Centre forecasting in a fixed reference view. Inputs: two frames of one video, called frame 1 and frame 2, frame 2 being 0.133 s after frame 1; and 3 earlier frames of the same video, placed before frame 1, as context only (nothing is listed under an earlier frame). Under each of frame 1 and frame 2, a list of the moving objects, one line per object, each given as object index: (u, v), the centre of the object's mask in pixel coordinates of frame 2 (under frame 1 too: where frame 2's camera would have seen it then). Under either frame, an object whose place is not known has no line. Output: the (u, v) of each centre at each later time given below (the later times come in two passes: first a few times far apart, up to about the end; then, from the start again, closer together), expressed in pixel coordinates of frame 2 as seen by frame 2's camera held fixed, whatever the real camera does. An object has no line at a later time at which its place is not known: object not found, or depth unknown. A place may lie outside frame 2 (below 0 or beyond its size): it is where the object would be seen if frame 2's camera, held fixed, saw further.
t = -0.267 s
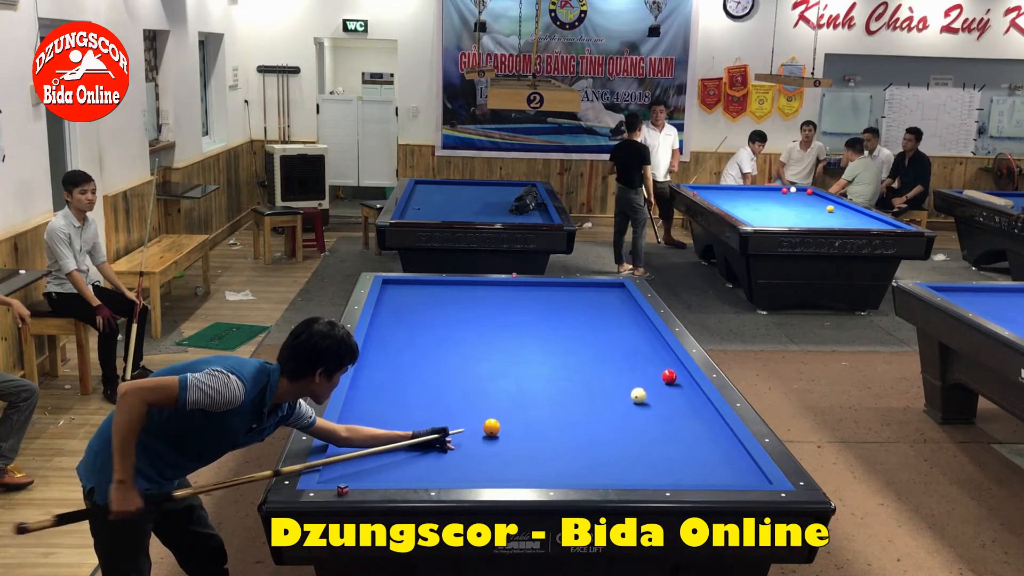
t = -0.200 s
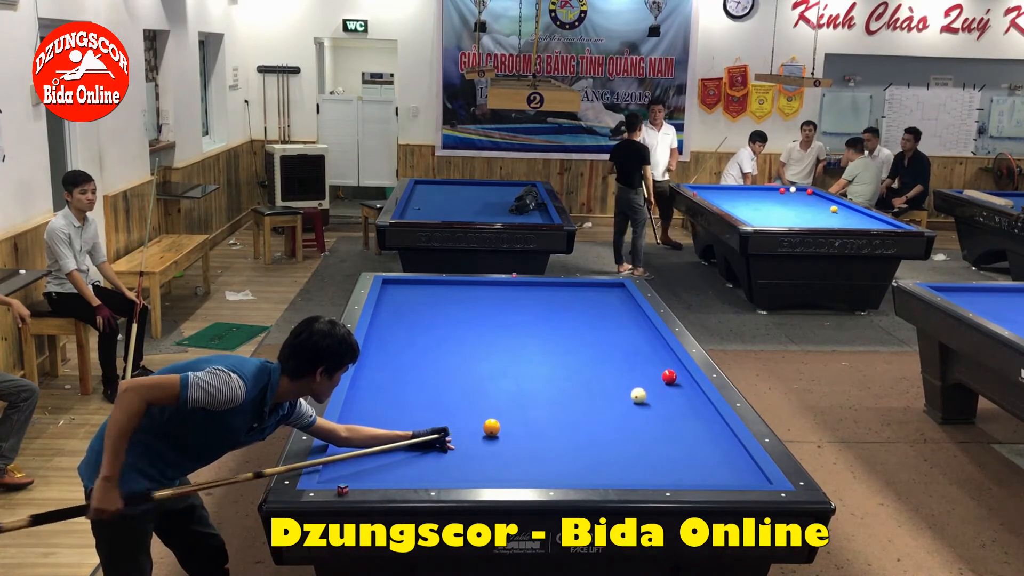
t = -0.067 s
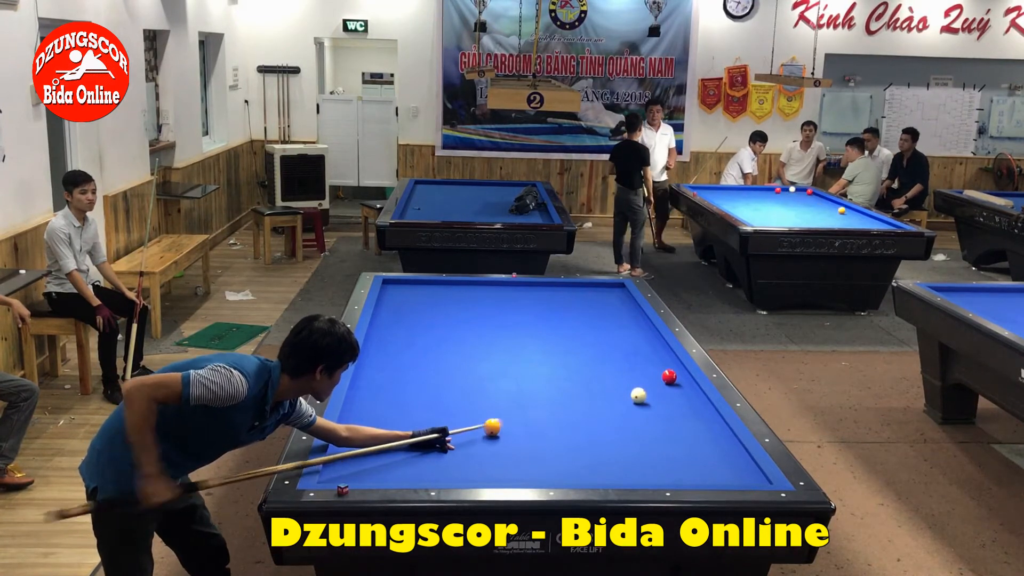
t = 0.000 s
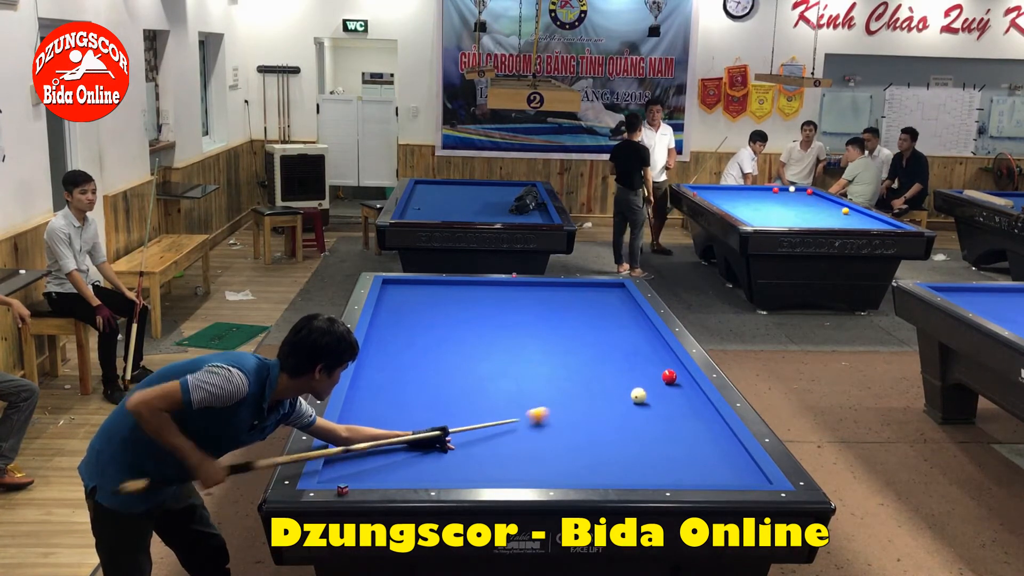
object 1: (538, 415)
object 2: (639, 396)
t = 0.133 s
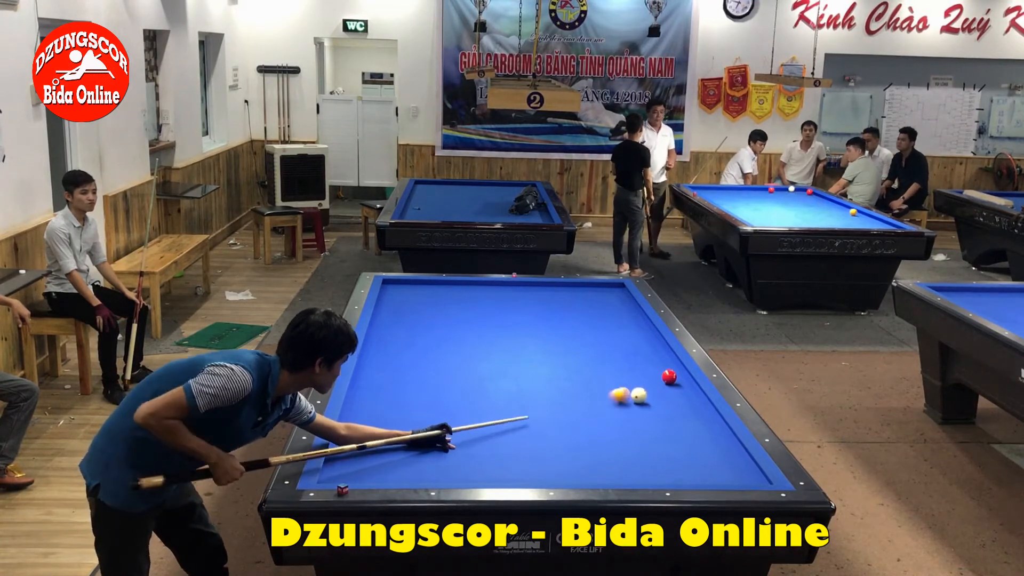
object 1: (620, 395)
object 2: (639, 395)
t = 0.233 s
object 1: (620, 380)
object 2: (694, 397)
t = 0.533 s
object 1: (625, 346)
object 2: (592, 401)
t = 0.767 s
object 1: (631, 324)
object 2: (516, 403)
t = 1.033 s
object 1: (629, 303)
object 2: (429, 407)
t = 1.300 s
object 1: (606, 284)
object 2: (355, 410)
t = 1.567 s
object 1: (585, 297)
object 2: (416, 412)
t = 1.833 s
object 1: (561, 308)
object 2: (464, 414)
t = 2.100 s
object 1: (536, 319)
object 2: (510, 415)
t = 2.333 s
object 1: (512, 330)
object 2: (550, 417)
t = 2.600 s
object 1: (483, 342)
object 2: (595, 419)
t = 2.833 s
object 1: (455, 355)
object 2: (634, 420)
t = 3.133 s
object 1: (416, 372)
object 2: (683, 423)
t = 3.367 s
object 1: (383, 387)
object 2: (720, 424)
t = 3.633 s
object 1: (358, 405)
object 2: (694, 425)
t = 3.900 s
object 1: (375, 425)
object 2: (672, 425)
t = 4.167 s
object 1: (393, 447)
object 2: (650, 426)
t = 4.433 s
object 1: (412, 470)
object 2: (629, 426)
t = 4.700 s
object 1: (442, 472)
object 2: (609, 427)
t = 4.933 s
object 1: (469, 461)
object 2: (592, 427)
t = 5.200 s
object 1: (498, 448)
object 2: (573, 428)
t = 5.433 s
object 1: (522, 439)
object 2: (557, 428)
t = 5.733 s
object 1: (533, 433)
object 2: (554, 423)
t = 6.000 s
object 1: (532, 432)
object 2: (560, 416)
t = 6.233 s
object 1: (532, 432)
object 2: (565, 410)
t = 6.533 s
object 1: (532, 432)
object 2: (570, 403)
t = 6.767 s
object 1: (532, 432)
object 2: (574, 398)
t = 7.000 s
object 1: (532, 432)
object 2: (578, 394)
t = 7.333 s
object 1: (532, 432)
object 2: (583, 388)
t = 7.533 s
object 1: (532, 432)
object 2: (586, 385)
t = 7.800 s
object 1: (532, 432)
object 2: (590, 381)
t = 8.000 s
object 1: (532, 432)
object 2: (592, 378)
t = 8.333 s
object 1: (532, 432)
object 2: (596, 374)
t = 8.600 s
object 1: (532, 432)
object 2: (599, 371)
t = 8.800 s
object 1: (532, 432)
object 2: (601, 369)
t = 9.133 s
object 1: (532, 432)
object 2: (604, 366)
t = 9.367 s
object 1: (532, 432)
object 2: (606, 364)
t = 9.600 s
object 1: (532, 432)
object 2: (607, 362)
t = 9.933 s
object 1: (532, 432)
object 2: (609, 361)
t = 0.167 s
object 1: (622, 390)
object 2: (655, 395)
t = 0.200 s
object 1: (621, 385)
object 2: (675, 397)
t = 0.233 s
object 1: (620, 380)
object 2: (694, 397)
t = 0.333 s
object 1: (620, 367)
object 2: (667, 399)
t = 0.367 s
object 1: (621, 364)
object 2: (654, 399)
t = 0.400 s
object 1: (622, 360)
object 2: (640, 399)
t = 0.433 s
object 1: (623, 356)
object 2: (628, 400)
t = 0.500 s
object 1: (624, 349)
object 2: (603, 400)
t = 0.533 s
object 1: (625, 346)
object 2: (592, 401)
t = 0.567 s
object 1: (626, 342)
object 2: (581, 401)
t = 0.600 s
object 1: (627, 339)
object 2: (570, 401)
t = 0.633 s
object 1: (628, 336)
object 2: (559, 402)
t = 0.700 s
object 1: (630, 330)
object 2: (538, 402)
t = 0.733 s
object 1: (630, 327)
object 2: (527, 403)
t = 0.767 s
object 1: (631, 324)
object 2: (516, 403)
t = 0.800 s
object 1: (632, 321)
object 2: (506, 404)
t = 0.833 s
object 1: (633, 319)
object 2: (495, 404)
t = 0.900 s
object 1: (634, 313)
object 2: (473, 405)
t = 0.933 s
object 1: (635, 311)
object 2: (462, 405)
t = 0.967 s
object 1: (635, 308)
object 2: (451, 406)
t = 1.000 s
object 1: (633, 306)
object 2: (440, 406)
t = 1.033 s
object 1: (629, 303)
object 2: (429, 407)
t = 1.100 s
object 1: (623, 298)
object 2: (407, 408)
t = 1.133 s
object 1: (620, 296)
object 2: (396, 408)
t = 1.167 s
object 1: (617, 293)
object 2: (385, 409)
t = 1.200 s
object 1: (614, 291)
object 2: (373, 409)
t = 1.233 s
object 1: (612, 289)
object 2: (362, 409)
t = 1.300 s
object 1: (606, 284)
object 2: (355, 410)
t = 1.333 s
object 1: (604, 285)
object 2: (364, 410)
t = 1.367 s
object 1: (601, 287)
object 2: (373, 411)
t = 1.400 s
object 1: (599, 289)
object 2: (382, 411)
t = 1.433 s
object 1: (596, 291)
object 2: (389, 411)
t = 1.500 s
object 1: (591, 294)
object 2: (404, 411)
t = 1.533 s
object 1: (588, 296)
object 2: (410, 412)
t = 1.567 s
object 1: (585, 297)
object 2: (416, 412)
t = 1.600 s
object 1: (582, 299)
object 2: (422, 412)
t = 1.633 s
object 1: (579, 300)
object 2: (428, 412)
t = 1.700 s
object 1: (573, 303)
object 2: (440, 413)
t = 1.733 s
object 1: (570, 304)
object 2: (446, 413)
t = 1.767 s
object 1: (567, 306)
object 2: (452, 413)
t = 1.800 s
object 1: (564, 307)
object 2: (458, 413)
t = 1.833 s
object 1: (561, 308)
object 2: (464, 414)
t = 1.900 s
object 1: (555, 311)
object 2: (476, 414)
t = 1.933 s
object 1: (552, 312)
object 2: (482, 414)
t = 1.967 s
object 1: (549, 314)
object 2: (487, 414)
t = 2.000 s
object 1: (546, 315)
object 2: (493, 415)
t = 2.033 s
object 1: (543, 316)
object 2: (499, 415)
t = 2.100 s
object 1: (536, 319)
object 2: (510, 415)
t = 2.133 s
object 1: (533, 321)
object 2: (516, 416)
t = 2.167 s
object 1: (530, 322)
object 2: (522, 416)
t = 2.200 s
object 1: (526, 324)
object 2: (528, 416)
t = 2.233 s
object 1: (523, 325)
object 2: (533, 416)
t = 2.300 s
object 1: (516, 328)
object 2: (545, 417)
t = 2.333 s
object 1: (512, 330)
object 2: (550, 417)
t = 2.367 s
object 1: (509, 331)
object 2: (556, 417)
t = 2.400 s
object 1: (505, 333)
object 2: (562, 417)
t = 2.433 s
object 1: (502, 334)
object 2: (567, 418)
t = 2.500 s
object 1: (494, 337)
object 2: (578, 418)
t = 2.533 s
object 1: (491, 339)
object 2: (584, 418)
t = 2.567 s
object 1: (487, 341)
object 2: (589, 419)
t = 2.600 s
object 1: (483, 342)
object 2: (595, 419)
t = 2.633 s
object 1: (479, 344)
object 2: (601, 419)
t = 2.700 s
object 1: (471, 348)
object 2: (612, 419)
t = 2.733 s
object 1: (467, 349)
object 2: (617, 420)
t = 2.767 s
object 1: (464, 351)
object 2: (623, 420)
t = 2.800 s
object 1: (459, 353)
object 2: (628, 420)
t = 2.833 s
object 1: (455, 355)
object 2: (634, 420)
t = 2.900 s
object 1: (447, 359)
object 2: (645, 421)
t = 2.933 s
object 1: (443, 360)
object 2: (650, 421)
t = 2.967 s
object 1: (438, 362)
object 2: (656, 421)
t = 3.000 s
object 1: (434, 364)
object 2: (661, 422)
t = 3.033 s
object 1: (430, 366)
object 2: (667, 422)
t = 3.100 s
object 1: (421, 370)
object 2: (678, 423)
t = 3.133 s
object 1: (416, 372)
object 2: (683, 423)
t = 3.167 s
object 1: (412, 374)
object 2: (688, 423)
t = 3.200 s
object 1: (407, 376)
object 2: (694, 423)
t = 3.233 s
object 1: (402, 378)
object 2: (699, 423)
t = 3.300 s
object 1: (392, 383)
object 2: (710, 424)
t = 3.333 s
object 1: (387, 385)
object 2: (715, 424)
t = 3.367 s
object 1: (383, 387)
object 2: (720, 424)
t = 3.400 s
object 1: (377, 389)
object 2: (716, 424)
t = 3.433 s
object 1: (372, 391)
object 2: (712, 425)
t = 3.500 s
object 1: (362, 396)
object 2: (706, 425)
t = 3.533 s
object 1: (356, 398)
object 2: (703, 425)
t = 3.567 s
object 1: (352, 401)
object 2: (700, 425)
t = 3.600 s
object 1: (355, 403)
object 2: (697, 425)
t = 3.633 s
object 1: (358, 405)
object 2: (694, 425)
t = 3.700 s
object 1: (362, 410)
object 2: (688, 425)
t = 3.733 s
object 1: (364, 413)
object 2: (686, 425)
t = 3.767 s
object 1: (366, 415)
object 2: (683, 425)
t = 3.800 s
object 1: (368, 418)
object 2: (680, 425)
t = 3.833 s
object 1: (370, 420)
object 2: (677, 425)
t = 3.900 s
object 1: (375, 425)
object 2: (672, 425)
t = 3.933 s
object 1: (377, 428)
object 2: (669, 426)
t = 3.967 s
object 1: (379, 430)
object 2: (666, 426)
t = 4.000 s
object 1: (381, 433)
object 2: (664, 426)
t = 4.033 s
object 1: (383, 436)
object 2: (661, 426)
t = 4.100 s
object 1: (388, 441)
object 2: (655, 426)
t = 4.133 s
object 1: (390, 444)
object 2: (653, 426)
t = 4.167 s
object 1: (393, 447)
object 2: (650, 426)
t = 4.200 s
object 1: (395, 450)
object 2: (647, 426)
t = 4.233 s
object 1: (397, 453)
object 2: (645, 426)
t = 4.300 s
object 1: (402, 459)
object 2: (639, 426)
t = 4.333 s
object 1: (405, 462)
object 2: (637, 426)
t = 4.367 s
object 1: (407, 465)
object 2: (634, 427)
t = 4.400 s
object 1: (410, 468)
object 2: (631, 426)
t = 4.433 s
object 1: (412, 470)
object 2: (629, 426)
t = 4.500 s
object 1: (418, 475)
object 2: (624, 427)
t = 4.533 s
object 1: (420, 477)
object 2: (621, 427)
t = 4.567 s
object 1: (424, 478)
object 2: (619, 427)
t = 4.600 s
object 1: (428, 477)
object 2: (616, 427)
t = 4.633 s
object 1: (433, 475)
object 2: (614, 427)
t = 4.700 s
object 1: (442, 472)
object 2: (609, 427)
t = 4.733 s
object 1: (446, 470)
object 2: (606, 427)
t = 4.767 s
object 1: (450, 469)
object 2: (604, 427)
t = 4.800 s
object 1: (453, 467)
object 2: (601, 427)
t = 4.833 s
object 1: (458, 466)
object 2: (599, 427)
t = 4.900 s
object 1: (465, 462)
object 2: (594, 427)
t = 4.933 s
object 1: (469, 461)
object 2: (592, 427)
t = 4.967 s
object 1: (473, 459)
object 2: (589, 427)
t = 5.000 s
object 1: (477, 457)
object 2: (587, 427)
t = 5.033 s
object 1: (480, 456)
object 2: (584, 427)
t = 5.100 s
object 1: (488, 453)
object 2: (580, 427)
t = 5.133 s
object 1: (491, 451)
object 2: (577, 428)
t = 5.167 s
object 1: (495, 450)
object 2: (575, 428)
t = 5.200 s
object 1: (498, 448)
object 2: (573, 428)
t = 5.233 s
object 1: (502, 447)
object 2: (570, 428)
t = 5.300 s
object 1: (509, 444)
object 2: (566, 428)
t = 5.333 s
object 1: (512, 443)
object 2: (564, 428)
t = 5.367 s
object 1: (515, 441)
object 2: (561, 428)
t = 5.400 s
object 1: (519, 440)
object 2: (559, 428)
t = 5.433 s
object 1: (522, 439)
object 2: (557, 428)
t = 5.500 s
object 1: (528, 436)
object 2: (553, 428)
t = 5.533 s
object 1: (531, 434)
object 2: (550, 428)
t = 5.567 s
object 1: (534, 433)
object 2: (549, 428)
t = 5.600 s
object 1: (535, 433)
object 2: (549, 427)
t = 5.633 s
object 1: (534, 433)
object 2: (550, 426)
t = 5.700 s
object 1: (533, 433)
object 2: (553, 424)
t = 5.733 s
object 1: (533, 433)
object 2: (554, 423)
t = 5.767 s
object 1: (533, 433)
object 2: (554, 422)
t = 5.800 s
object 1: (533, 433)
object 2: (555, 421)
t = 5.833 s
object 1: (533, 433)
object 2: (556, 420)
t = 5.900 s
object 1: (532, 432)
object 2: (558, 418)
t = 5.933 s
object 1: (532, 432)
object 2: (558, 418)
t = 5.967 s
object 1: (532, 432)
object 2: (559, 417)
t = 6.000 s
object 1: (532, 432)
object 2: (560, 416)
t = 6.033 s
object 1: (532, 432)
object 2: (560, 415)
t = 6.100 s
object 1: (532, 432)
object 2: (562, 414)
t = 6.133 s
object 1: (532, 432)
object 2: (563, 412)
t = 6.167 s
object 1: (532, 432)
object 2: (563, 412)
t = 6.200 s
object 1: (532, 432)
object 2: (564, 411)
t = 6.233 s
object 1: (532, 432)
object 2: (565, 410)
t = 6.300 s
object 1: (532, 432)
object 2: (566, 409)
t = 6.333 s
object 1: (532, 432)
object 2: (567, 408)
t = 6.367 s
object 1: (532, 432)
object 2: (567, 407)
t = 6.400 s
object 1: (532, 432)
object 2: (568, 406)
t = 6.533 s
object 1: (532, 432)
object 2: (570, 403)
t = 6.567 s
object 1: (532, 432)
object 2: (571, 403)
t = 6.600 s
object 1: (532, 432)
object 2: (571, 402)
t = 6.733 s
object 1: (532, 432)
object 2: (574, 399)
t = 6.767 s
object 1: (532, 432)
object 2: (574, 398)
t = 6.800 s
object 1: (532, 432)
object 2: (575, 398)
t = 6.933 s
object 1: (532, 432)
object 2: (577, 395)
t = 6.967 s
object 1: (532, 432)
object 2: (578, 395)
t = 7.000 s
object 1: (532, 432)
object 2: (578, 394)
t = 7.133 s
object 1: (532, 432)
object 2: (580, 392)
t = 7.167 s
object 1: (532, 432)
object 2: (581, 391)
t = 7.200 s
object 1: (532, 432)
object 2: (581, 391)
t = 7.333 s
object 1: (532, 432)
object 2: (583, 388)
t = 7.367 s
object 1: (532, 432)
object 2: (584, 388)
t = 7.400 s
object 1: (532, 432)
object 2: (584, 387)
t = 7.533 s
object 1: (532, 432)
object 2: (586, 385)
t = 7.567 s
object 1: (532, 432)
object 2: (587, 385)
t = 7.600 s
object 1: (532, 432)
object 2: (587, 384)
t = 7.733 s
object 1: (532, 432)
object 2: (589, 382)
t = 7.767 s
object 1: (532, 432)
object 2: (589, 382)
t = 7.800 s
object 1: (532, 432)
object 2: (590, 381)
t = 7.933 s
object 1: (532, 432)
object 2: (592, 379)
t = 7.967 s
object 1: (532, 432)
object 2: (592, 379)
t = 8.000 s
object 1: (532, 432)
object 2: (592, 378)
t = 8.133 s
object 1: (532, 432)
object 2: (594, 377)
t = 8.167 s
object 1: (532, 432)
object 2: (594, 376)
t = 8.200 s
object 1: (532, 432)
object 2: (594, 376)
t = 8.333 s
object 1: (532, 432)
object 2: (596, 374)
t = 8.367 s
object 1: (532, 432)
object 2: (596, 374)
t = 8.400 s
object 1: (532, 432)
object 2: (597, 373)
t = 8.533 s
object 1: (532, 432)
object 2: (598, 372)
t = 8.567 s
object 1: (532, 432)
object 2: (598, 372)
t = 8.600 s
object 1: (532, 432)
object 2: (599, 371)
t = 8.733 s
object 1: (532, 432)
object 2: (600, 370)
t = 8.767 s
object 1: (532, 432)
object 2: (600, 369)
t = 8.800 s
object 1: (532, 432)
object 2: (601, 369)
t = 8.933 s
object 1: (532, 432)
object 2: (602, 368)
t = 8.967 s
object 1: (532, 432)
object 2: (602, 368)
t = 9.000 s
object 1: (532, 432)
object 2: (602, 367)
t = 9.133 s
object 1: (532, 432)
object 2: (604, 366)
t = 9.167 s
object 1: (532, 432)
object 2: (604, 366)
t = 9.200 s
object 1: (532, 432)
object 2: (604, 366)
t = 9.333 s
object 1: (532, 432)
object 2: (605, 365)
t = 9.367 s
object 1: (532, 432)
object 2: (606, 364)
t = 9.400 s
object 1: (532, 432)
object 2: (606, 364)
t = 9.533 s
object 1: (532, 432)
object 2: (607, 363)
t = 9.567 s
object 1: (532, 432)
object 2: (607, 363)
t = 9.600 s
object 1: (532, 432)
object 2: (607, 362)
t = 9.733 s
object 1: (532, 432)
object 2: (608, 362)
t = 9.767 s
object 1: (532, 432)
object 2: (608, 361)
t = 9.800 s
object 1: (532, 432)
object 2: (608, 361)
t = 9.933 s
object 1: (532, 432)
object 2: (609, 361)
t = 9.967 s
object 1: (532, 432)
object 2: (610, 360)
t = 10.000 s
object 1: (532, 432)
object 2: (610, 360)
